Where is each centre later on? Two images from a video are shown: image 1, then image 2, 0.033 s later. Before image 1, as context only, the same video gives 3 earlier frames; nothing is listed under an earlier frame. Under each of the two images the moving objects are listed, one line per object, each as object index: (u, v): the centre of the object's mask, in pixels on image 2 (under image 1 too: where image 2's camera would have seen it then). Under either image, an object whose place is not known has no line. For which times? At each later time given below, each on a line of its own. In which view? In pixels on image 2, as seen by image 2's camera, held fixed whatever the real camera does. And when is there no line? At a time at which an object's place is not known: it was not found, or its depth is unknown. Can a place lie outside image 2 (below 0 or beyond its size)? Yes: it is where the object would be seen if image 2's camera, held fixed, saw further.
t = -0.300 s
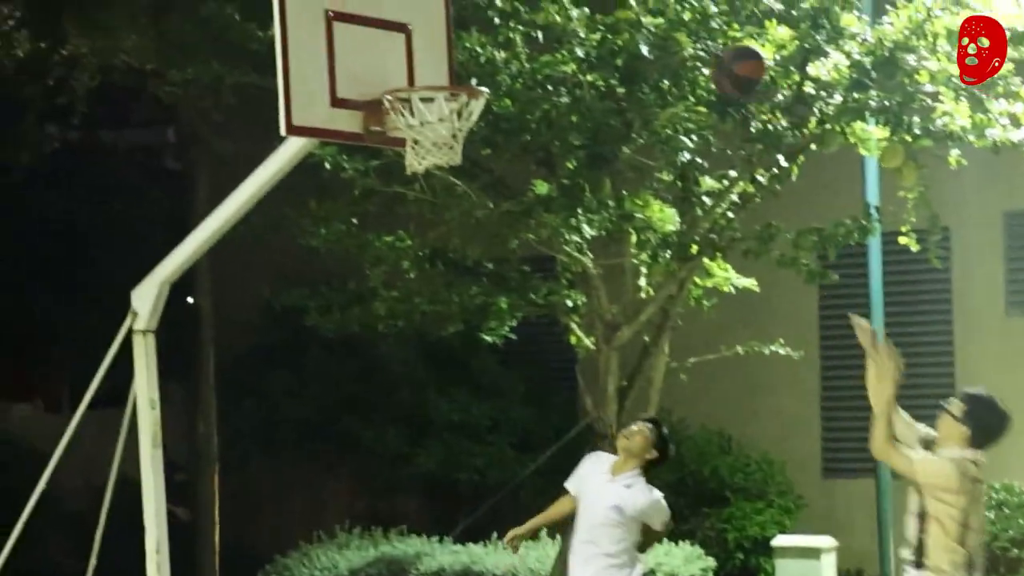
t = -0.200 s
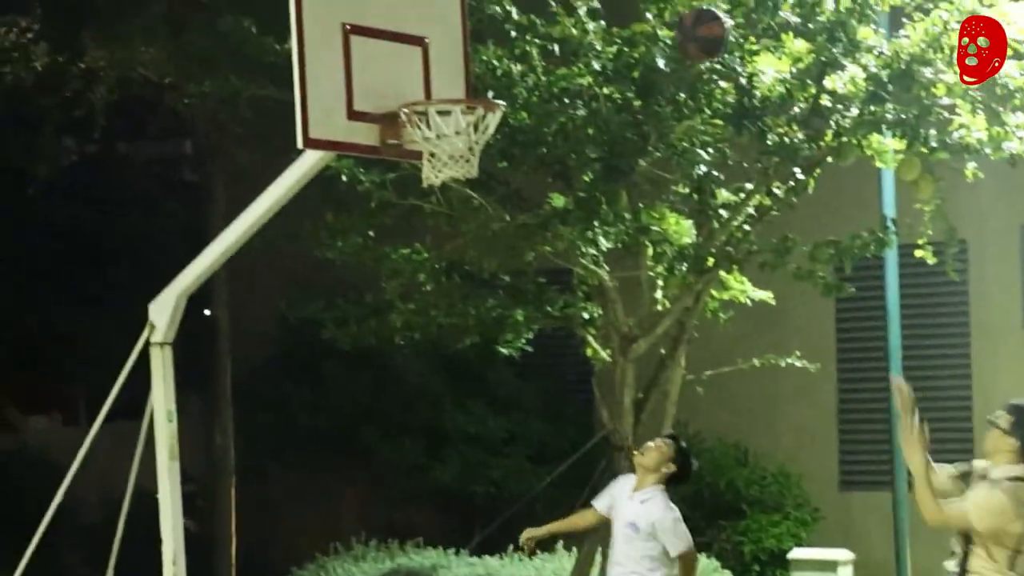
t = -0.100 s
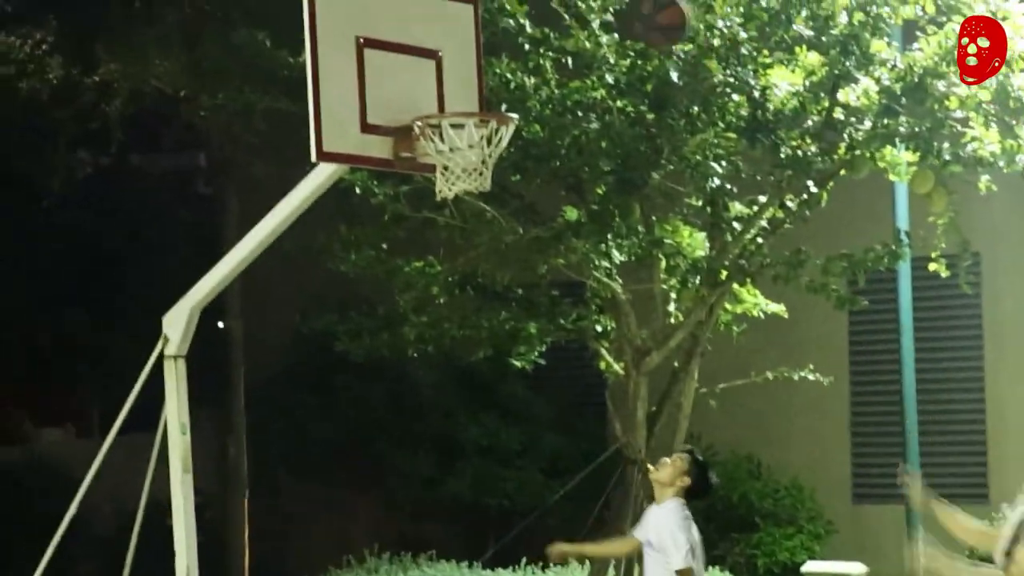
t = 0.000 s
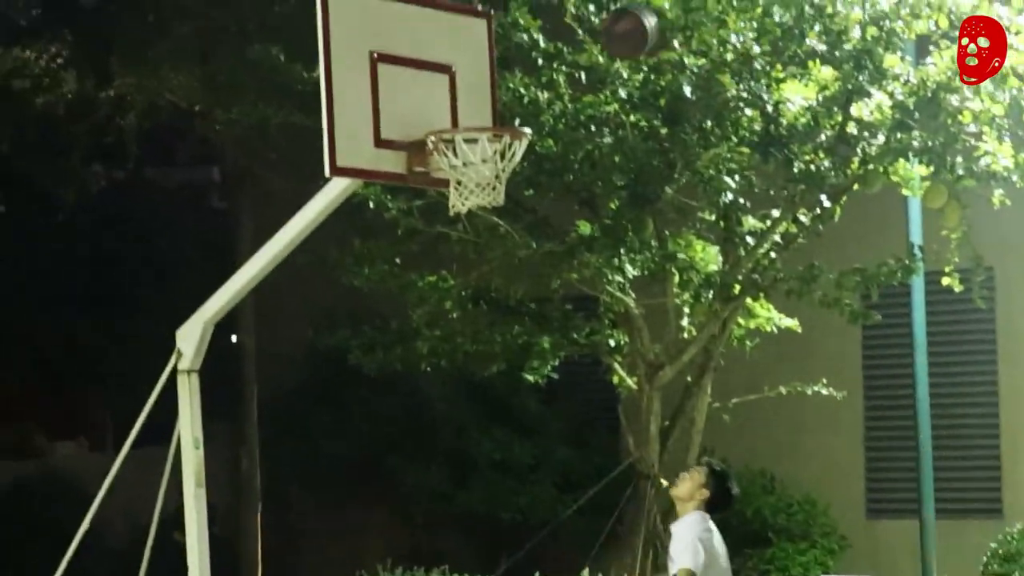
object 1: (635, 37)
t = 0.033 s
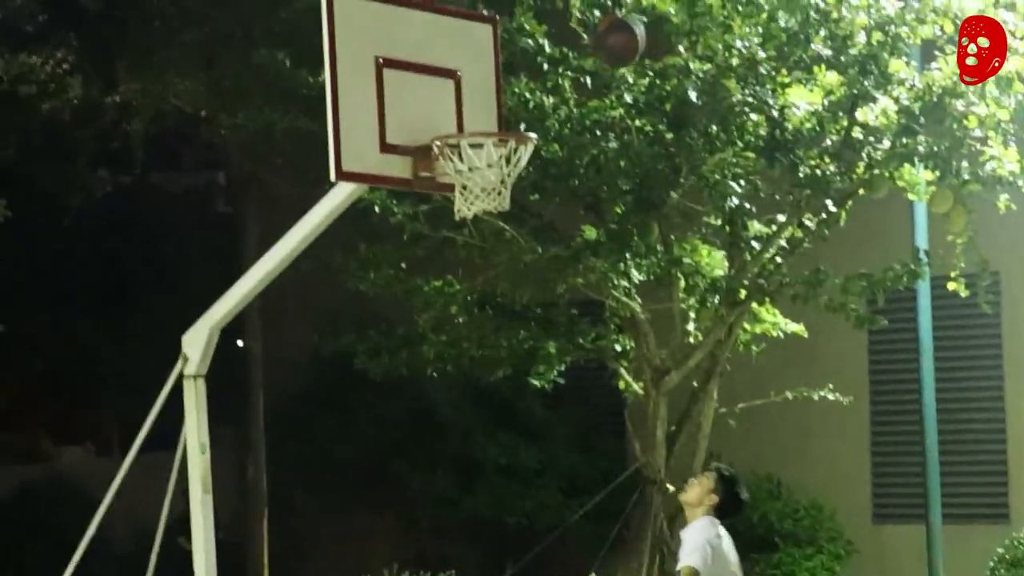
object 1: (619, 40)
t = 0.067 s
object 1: (602, 47)
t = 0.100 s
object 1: (584, 55)
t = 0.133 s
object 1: (571, 62)
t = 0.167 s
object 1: (553, 77)
